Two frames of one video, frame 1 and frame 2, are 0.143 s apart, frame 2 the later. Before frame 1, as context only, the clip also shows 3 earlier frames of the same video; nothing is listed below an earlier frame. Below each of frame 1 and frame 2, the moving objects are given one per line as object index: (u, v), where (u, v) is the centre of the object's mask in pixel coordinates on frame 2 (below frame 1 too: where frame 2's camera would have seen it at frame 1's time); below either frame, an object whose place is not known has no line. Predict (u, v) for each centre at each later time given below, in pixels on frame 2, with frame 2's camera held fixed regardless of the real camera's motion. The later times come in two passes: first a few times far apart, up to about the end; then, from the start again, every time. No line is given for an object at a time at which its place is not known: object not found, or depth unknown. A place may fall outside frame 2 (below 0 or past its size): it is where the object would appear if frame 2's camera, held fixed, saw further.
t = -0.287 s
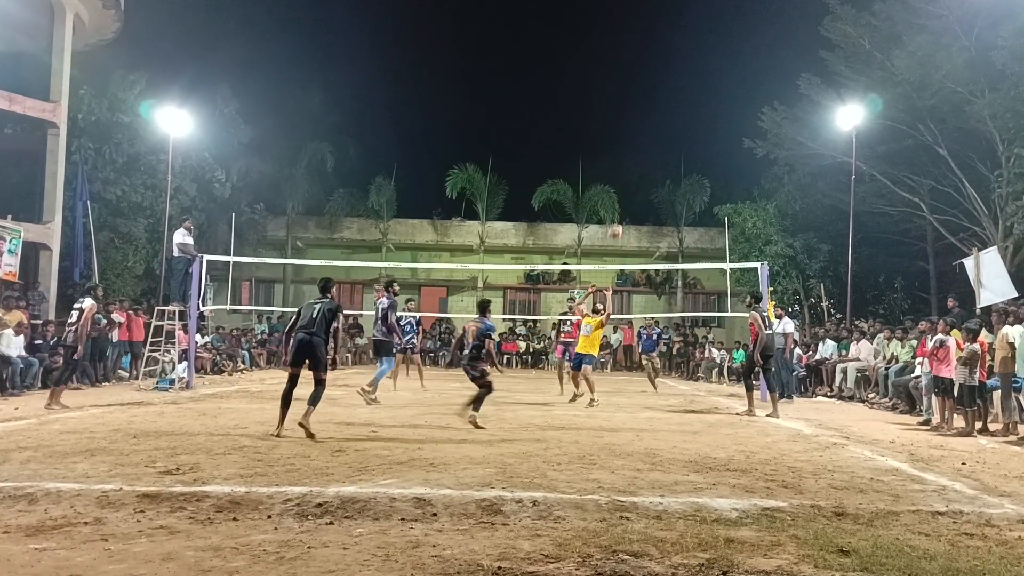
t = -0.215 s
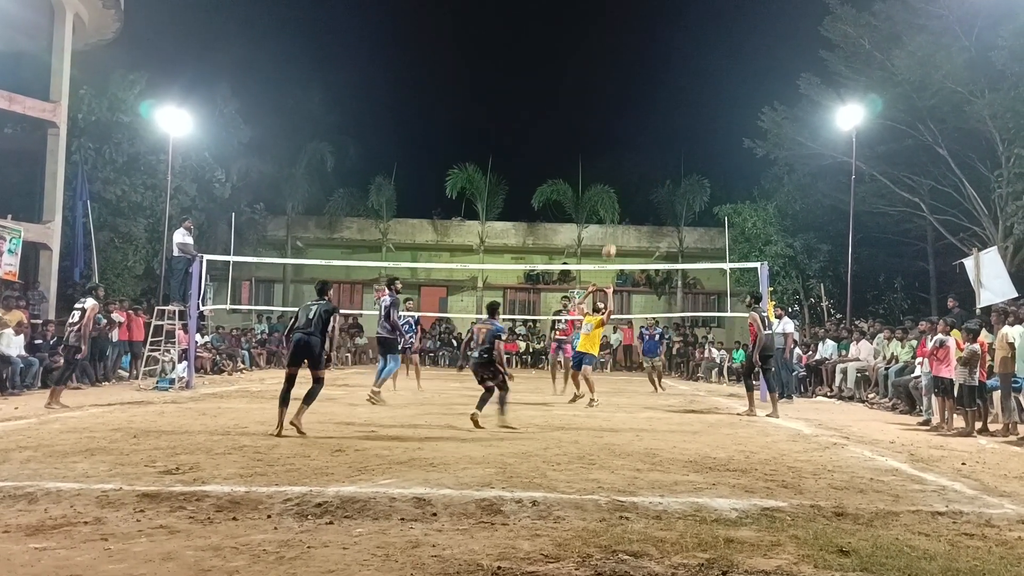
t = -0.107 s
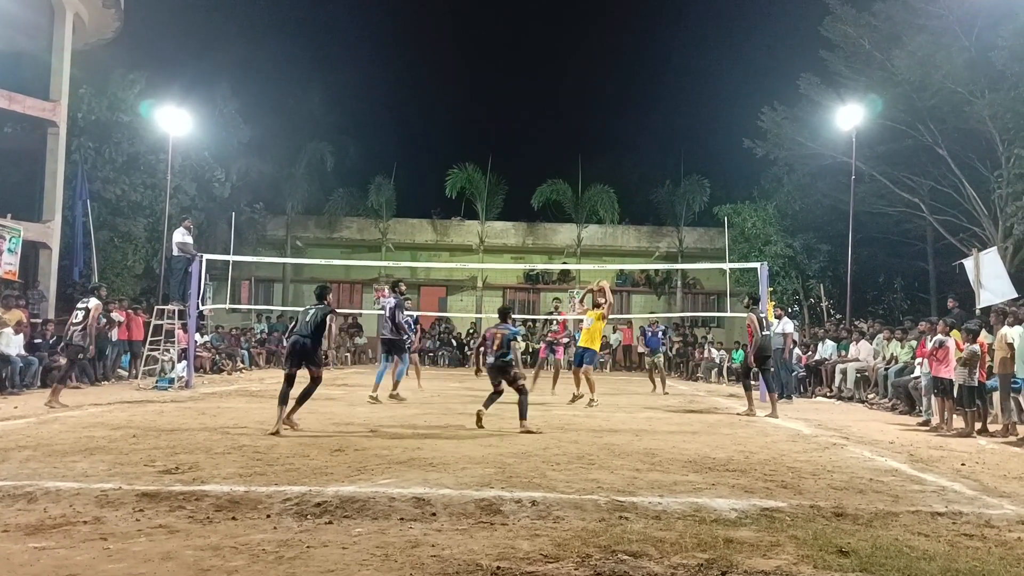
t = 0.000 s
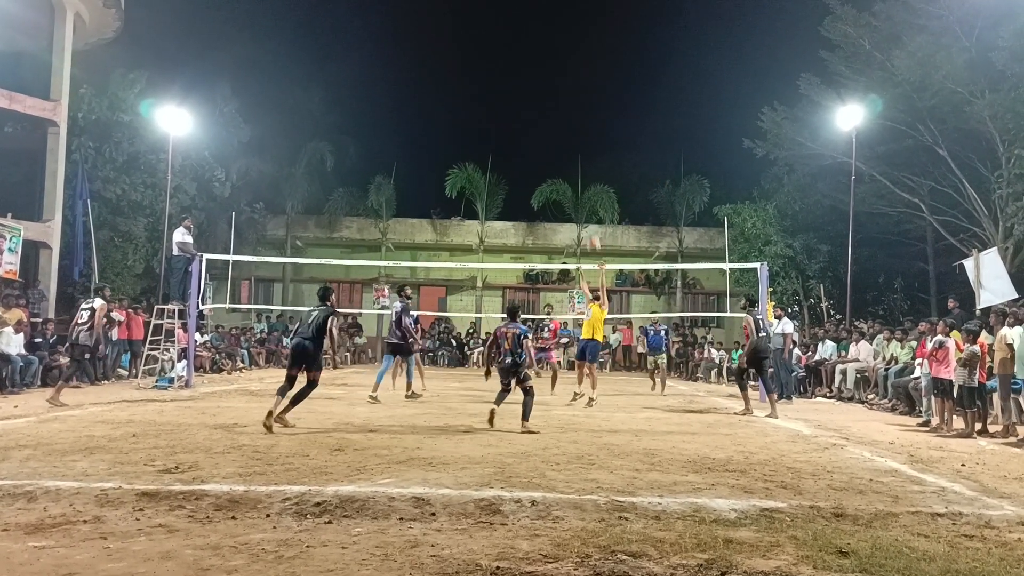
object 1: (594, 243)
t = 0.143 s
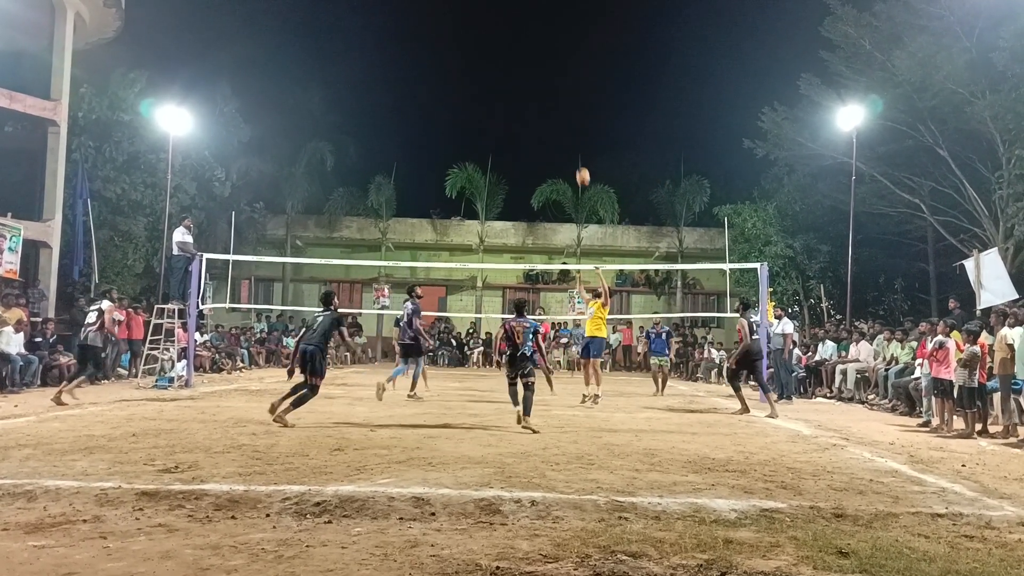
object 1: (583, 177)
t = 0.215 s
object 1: (578, 149)
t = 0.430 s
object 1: (563, 87)
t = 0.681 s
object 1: (546, 51)
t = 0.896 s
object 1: (531, 49)
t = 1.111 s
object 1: (516, 72)
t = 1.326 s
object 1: (502, 120)
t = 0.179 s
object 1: (580, 163)
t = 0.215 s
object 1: (578, 149)
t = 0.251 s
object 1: (575, 137)
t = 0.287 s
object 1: (573, 125)
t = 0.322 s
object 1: (571, 115)
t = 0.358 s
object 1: (568, 104)
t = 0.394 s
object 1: (566, 95)
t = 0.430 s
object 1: (563, 87)
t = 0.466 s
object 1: (561, 80)
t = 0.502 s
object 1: (558, 73)
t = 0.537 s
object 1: (556, 67)
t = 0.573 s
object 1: (553, 62)
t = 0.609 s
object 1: (551, 58)
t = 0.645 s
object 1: (548, 54)
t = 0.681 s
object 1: (546, 51)
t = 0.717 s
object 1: (543, 49)
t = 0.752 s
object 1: (541, 48)
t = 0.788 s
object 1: (539, 47)
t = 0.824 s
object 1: (536, 47)
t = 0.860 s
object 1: (533, 48)
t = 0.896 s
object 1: (531, 49)
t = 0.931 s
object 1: (528, 51)
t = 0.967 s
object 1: (526, 54)
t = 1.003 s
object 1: (523, 58)
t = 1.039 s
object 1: (521, 62)
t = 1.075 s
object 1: (518, 67)
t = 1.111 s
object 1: (516, 72)
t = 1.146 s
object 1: (514, 78)
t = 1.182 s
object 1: (511, 86)
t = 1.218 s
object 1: (509, 93)
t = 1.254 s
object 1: (506, 101)
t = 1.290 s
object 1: (504, 110)
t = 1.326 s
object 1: (502, 120)
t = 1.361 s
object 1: (499, 130)
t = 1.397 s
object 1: (497, 141)
